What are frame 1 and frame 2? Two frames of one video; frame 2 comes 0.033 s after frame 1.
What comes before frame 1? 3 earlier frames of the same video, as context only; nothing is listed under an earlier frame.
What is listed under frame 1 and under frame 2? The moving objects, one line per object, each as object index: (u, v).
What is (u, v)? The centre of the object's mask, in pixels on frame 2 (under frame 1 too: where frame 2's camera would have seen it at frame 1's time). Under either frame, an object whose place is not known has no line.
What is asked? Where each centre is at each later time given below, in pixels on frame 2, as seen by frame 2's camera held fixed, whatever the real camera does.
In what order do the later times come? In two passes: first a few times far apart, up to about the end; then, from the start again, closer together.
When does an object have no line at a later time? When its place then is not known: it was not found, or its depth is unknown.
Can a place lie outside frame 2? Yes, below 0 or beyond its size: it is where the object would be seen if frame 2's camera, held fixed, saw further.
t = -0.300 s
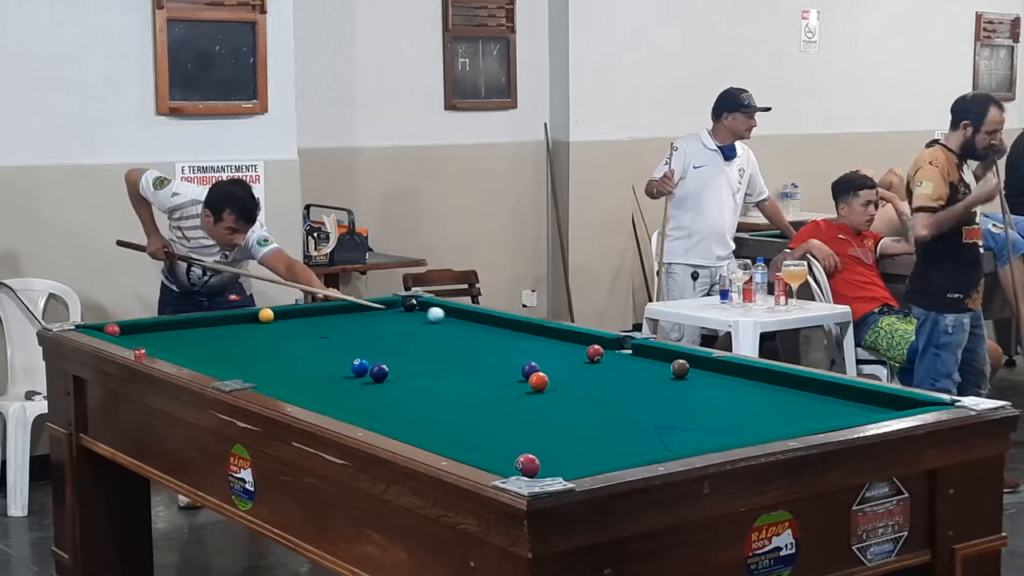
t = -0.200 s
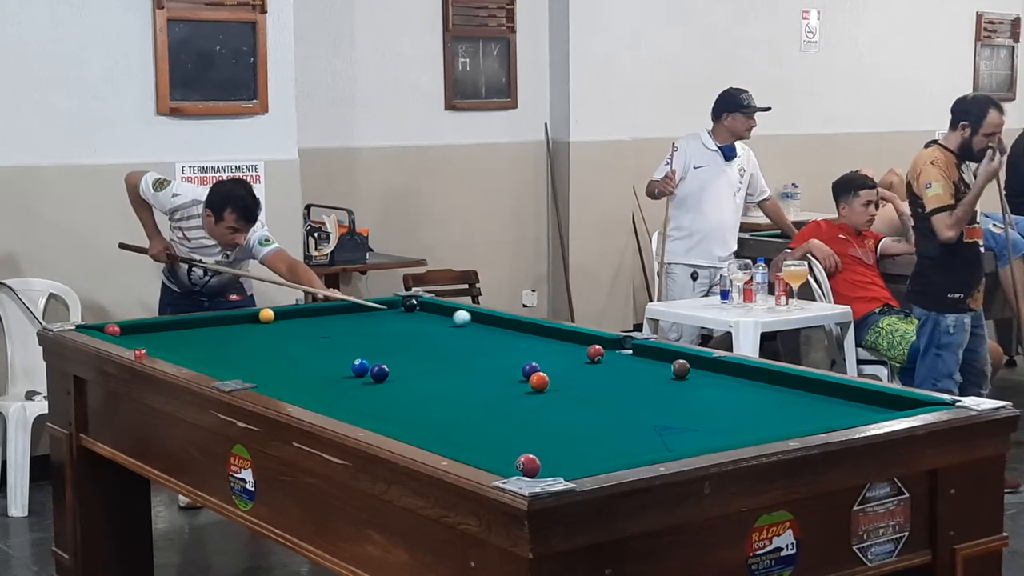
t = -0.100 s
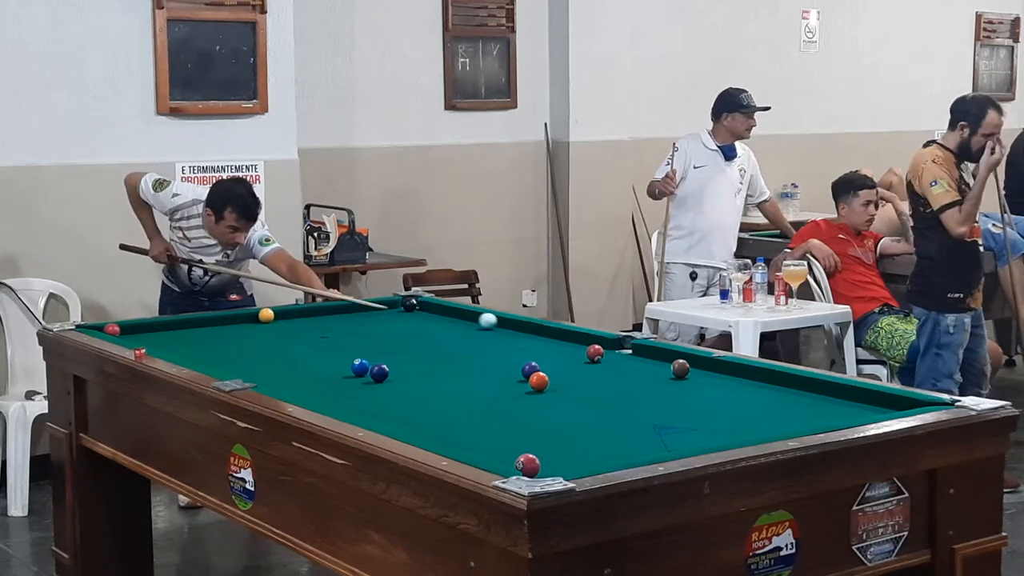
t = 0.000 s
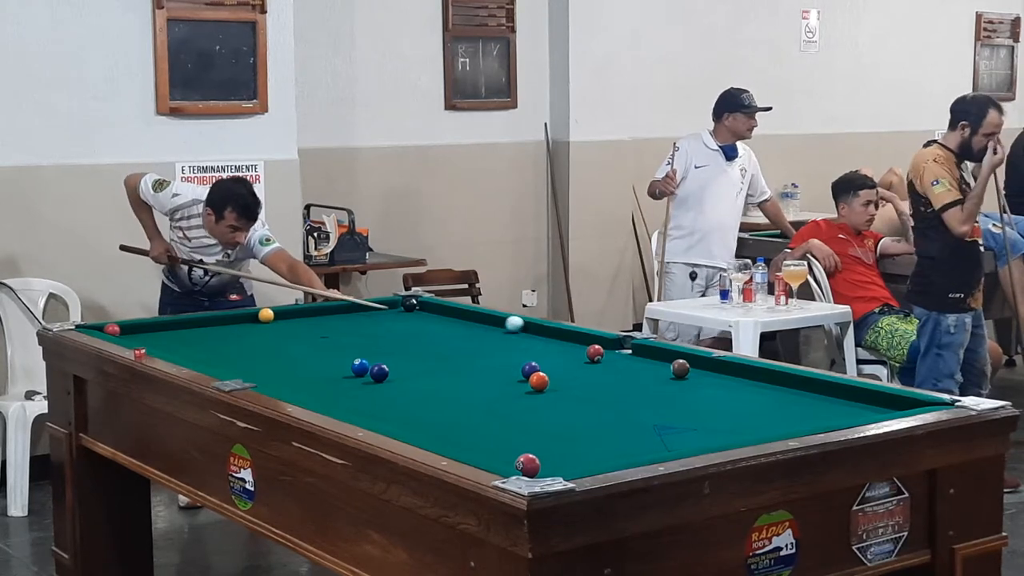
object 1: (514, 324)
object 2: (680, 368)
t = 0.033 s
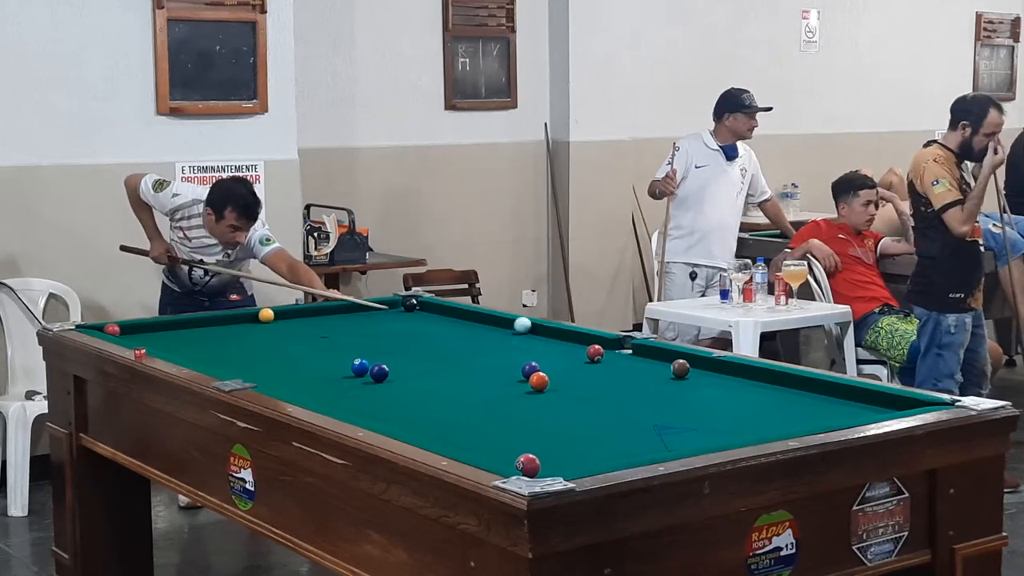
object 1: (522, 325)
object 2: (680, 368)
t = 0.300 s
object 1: (561, 335)
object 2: (680, 368)
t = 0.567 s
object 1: (604, 344)
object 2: (680, 368)
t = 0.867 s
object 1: (651, 360)
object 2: (680, 368)
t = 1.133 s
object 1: (677, 367)
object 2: (706, 375)
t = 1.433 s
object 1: (692, 372)
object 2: (748, 385)
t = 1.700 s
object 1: (704, 375)
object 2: (786, 394)
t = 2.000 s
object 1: (716, 378)
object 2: (828, 404)
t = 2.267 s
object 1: (723, 381)
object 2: (864, 410)
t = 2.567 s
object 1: (729, 383)
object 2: (868, 410)
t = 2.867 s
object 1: (733, 384)
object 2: (846, 409)
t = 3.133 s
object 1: (734, 384)
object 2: (829, 406)
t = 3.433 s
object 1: (733, 384)
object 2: (814, 403)
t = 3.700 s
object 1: (733, 384)
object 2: (803, 401)
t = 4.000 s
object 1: (733, 384)
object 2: (795, 399)
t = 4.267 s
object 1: (733, 384)
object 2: (790, 398)
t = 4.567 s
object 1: (733, 384)
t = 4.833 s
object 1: (733, 384)
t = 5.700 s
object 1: (733, 384)
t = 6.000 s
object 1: (733, 384)
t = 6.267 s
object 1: (733, 383)
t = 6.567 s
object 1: (733, 383)
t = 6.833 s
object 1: (733, 384)
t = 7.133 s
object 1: (733, 384)
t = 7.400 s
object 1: (733, 384)
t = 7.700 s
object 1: (733, 384)
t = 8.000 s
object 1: (733, 384)
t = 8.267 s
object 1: (733, 384)
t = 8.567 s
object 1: (733, 384)
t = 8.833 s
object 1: (733, 384)
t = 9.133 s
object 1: (733, 384)
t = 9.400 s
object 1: (733, 384)
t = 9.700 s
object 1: (733, 384)
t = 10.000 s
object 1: (733, 384)
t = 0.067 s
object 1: (526, 326)
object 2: (680, 368)
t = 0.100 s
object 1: (531, 327)
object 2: (680, 368)
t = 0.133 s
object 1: (536, 328)
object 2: (680, 368)
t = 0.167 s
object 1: (541, 330)
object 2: (680, 368)
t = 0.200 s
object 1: (546, 331)
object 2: (680, 368)
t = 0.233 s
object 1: (551, 333)
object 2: (680, 368)
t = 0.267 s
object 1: (556, 334)
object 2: (680, 368)
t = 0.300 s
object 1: (561, 335)
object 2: (680, 368)
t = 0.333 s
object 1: (566, 337)
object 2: (680, 368)
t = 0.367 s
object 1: (571, 338)
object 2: (680, 368)
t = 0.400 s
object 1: (576, 340)
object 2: (680, 368)
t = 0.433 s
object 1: (581, 341)
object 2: (680, 368)
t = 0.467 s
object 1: (586, 341)
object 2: (680, 368)
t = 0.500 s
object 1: (591, 342)
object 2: (680, 368)
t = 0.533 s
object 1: (597, 342)
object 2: (680, 368)
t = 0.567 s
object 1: (604, 344)
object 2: (680, 368)
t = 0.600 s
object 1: (608, 348)
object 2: (680, 368)
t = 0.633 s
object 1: (613, 350)
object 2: (680, 368)
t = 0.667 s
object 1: (618, 351)
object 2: (680, 368)
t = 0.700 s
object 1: (623, 352)
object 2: (680, 368)
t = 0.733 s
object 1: (629, 354)
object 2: (680, 368)
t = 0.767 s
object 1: (635, 355)
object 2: (680, 368)
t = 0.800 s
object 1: (640, 357)
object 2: (680, 368)
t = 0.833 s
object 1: (646, 358)
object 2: (680, 368)
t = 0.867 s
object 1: (651, 360)
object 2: (680, 368)
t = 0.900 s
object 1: (657, 361)
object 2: (680, 368)
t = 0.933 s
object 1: (662, 363)
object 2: (680, 368)
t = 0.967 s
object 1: (667, 364)
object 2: (680, 369)
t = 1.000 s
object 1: (669, 365)
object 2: (687, 370)
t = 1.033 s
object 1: (671, 365)
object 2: (692, 371)
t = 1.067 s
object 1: (673, 366)
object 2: (697, 372)
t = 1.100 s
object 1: (675, 367)
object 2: (702, 373)
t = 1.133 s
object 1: (677, 367)
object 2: (706, 375)
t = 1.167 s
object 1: (678, 367)
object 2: (711, 376)
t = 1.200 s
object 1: (680, 368)
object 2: (716, 377)
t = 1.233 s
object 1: (682, 369)
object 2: (721, 378)
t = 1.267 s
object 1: (683, 369)
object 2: (725, 379)
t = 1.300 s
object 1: (685, 370)
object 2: (730, 380)
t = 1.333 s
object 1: (687, 370)
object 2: (734, 382)
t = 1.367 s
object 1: (689, 371)
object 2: (739, 383)
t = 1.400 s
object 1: (691, 371)
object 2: (744, 384)
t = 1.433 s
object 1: (692, 372)
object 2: (748, 385)
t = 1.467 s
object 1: (694, 372)
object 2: (753, 386)
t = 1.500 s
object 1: (695, 372)
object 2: (758, 387)
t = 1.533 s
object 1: (697, 373)
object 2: (763, 388)
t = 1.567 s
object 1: (698, 374)
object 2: (768, 389)
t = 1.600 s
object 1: (700, 374)
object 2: (772, 391)
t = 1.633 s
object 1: (701, 374)
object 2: (776, 392)
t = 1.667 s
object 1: (703, 375)
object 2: (781, 393)
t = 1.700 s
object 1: (704, 375)
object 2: (786, 394)
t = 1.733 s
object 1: (706, 376)
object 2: (791, 395)
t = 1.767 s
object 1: (707, 376)
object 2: (796, 396)
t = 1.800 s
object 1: (708, 376)
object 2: (800, 397)
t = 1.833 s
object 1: (710, 377)
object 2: (805, 398)
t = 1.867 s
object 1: (711, 377)
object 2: (809, 400)
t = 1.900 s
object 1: (712, 377)
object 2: (814, 401)
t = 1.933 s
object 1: (713, 378)
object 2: (819, 402)
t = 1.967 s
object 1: (714, 378)
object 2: (823, 403)
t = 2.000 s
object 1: (716, 378)
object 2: (828, 404)
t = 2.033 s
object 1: (717, 379)
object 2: (833, 405)
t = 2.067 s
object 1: (717, 379)
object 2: (838, 406)
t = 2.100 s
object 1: (718, 379)
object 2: (842, 407)
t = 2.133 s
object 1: (719, 380)
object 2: (847, 408)
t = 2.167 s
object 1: (720, 380)
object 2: (851, 409)
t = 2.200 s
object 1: (721, 380)
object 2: (856, 409)
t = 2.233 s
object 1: (722, 381)
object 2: (860, 410)
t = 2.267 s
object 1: (723, 381)
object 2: (864, 410)
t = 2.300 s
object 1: (723, 381)
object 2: (868, 410)
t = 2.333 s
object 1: (725, 381)
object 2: (872, 410)
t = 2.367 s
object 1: (725, 381)
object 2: (877, 410)
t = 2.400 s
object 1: (726, 382)
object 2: (881, 411)
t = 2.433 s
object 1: (726, 382)
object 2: (879, 410)
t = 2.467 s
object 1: (727, 382)
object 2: (876, 410)
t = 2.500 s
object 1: (728, 382)
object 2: (873, 411)
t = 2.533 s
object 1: (728, 383)
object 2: (870, 410)
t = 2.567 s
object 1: (729, 383)
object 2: (868, 410)
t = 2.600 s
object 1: (729, 383)
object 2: (865, 410)
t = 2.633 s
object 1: (730, 383)
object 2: (863, 410)
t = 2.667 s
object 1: (730, 383)
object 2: (860, 410)
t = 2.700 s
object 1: (731, 383)
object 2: (858, 410)
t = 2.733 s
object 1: (731, 383)
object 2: (855, 410)
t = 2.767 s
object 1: (732, 383)
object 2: (852, 410)
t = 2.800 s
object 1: (732, 383)
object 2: (850, 410)
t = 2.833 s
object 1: (733, 383)
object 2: (848, 410)
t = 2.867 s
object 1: (733, 384)
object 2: (846, 409)
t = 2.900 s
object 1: (733, 384)
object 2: (843, 409)
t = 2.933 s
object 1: (734, 384)
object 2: (841, 409)
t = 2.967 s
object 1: (734, 384)
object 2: (839, 408)
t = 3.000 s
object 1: (734, 384)
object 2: (837, 408)
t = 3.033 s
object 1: (734, 384)
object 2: (835, 407)
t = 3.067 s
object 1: (734, 384)
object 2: (833, 407)
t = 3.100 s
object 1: (734, 384)
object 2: (831, 406)
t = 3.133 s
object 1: (734, 384)
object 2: (829, 406)
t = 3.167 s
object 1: (734, 384)
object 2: (827, 406)
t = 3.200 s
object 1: (733, 384)
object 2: (825, 405)
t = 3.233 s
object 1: (733, 384)
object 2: (823, 405)
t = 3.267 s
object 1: (733, 384)
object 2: (821, 405)
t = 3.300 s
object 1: (733, 384)
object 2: (820, 404)
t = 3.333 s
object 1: (733, 384)
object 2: (818, 404)
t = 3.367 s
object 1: (733, 384)
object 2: (816, 404)
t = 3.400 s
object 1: (733, 384)
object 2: (815, 403)
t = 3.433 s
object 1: (733, 384)
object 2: (814, 403)
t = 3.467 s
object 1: (733, 384)
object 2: (812, 403)
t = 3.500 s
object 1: (733, 384)
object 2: (810, 403)
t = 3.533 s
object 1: (733, 384)
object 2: (809, 402)
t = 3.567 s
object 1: (733, 384)
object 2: (808, 402)
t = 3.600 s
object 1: (734, 384)
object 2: (807, 402)
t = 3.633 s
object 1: (733, 384)
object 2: (805, 401)
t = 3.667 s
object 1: (733, 384)
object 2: (804, 401)
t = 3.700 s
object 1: (733, 384)
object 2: (803, 401)
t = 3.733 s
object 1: (733, 384)
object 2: (802, 401)
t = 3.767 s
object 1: (733, 384)
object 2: (801, 400)
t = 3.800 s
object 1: (733, 384)
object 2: (800, 400)
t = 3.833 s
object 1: (733, 384)
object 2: (799, 400)
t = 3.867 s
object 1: (733, 384)
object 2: (798, 400)
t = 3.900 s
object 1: (733, 384)
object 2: (797, 400)
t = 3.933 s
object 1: (733, 384)
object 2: (796, 400)
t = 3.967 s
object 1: (733, 384)
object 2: (795, 399)
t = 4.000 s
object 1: (733, 384)
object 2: (795, 399)
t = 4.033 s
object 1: (733, 384)
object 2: (794, 399)
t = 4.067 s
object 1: (733, 384)
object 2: (794, 399)
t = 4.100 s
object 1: (734, 384)
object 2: (793, 399)
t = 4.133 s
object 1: (733, 384)
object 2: (792, 399)
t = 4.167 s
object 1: (733, 384)
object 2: (792, 399)
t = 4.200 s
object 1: (733, 384)
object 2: (791, 399)
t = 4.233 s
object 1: (733, 384)
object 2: (791, 399)
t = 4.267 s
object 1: (733, 384)
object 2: (790, 398)
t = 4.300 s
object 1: (733, 384)
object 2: (790, 398)
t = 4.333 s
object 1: (733, 383)
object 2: (789, 398)
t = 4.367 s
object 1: (733, 384)
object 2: (789, 398)
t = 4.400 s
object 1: (733, 384)
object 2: (789, 398)
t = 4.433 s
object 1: (733, 384)
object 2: (789, 398)
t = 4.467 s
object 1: (733, 384)
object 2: (789, 398)
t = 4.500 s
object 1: (733, 384)
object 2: (789, 398)
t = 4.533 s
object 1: (733, 384)
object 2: (788, 398)
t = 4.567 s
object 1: (733, 384)
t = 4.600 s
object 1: (733, 384)
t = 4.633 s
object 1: (733, 384)
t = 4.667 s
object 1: (733, 384)
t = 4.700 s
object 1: (733, 384)
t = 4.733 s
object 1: (733, 384)
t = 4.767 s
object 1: (733, 384)
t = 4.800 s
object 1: (733, 384)
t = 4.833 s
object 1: (733, 384)
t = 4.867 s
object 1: (733, 384)
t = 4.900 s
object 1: (733, 384)
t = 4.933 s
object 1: (733, 384)
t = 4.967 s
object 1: (736, 380)
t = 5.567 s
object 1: (731, 384)
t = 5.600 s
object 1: (733, 383)
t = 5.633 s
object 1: (733, 384)
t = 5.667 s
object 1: (733, 384)
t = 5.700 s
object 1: (733, 384)
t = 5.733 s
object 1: (733, 384)
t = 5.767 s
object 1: (733, 384)
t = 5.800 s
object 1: (733, 384)
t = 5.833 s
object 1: (733, 383)
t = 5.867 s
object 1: (733, 384)
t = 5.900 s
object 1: (733, 384)
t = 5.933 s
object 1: (733, 384)
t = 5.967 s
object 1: (733, 384)
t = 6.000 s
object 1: (733, 384)
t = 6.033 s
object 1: (733, 383)
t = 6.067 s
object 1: (733, 383)
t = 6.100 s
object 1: (733, 384)
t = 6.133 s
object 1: (733, 383)
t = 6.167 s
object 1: (733, 384)
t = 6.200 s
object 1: (733, 384)
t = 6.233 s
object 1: (733, 384)
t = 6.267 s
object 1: (733, 383)
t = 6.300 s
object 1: (733, 384)
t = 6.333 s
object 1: (733, 384)
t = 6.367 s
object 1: (733, 384)
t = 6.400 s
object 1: (734, 384)
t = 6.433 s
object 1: (734, 383)
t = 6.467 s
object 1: (734, 383)
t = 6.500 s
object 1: (734, 383)
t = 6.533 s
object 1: (734, 383)
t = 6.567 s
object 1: (733, 383)
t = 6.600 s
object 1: (733, 384)
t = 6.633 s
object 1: (733, 384)
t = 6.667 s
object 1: (733, 384)
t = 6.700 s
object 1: (733, 383)
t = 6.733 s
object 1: (733, 384)
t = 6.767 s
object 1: (733, 384)
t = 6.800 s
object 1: (733, 384)
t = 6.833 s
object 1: (733, 384)
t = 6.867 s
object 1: (733, 383)
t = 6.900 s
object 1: (733, 383)
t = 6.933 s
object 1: (733, 384)
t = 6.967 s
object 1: (733, 384)
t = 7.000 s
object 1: (733, 384)
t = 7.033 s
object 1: (733, 384)
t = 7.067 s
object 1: (733, 384)
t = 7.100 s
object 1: (733, 384)
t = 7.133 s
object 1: (733, 384)
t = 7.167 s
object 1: (733, 384)
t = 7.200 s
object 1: (733, 384)
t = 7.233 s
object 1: (733, 384)
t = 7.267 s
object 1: (733, 384)
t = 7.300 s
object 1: (733, 384)
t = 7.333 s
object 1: (733, 384)
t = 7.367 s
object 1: (733, 384)
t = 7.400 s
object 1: (733, 384)
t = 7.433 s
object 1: (733, 384)
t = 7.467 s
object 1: (733, 384)
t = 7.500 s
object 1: (733, 384)
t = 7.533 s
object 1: (733, 384)
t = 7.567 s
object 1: (733, 384)
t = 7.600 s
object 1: (733, 384)
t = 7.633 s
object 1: (733, 384)
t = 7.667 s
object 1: (733, 383)
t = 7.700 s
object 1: (733, 384)
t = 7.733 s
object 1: (733, 384)
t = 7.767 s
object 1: (733, 384)
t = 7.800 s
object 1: (733, 384)
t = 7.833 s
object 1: (733, 384)
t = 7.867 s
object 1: (733, 384)
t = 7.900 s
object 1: (733, 384)
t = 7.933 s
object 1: (733, 384)
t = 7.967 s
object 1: (733, 384)
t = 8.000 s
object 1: (733, 384)
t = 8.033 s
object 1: (733, 384)
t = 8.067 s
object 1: (733, 384)
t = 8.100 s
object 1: (733, 384)
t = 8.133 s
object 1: (733, 384)
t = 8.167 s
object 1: (733, 384)
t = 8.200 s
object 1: (733, 384)
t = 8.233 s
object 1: (733, 384)
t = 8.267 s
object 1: (733, 384)
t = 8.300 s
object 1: (733, 384)
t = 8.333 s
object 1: (733, 384)
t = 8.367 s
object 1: (733, 384)
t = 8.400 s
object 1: (733, 384)
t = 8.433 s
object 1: (733, 384)
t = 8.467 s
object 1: (733, 384)
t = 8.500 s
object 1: (733, 384)
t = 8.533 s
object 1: (733, 384)
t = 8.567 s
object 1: (733, 384)
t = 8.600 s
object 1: (733, 384)
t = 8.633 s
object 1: (733, 384)
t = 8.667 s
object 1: (733, 384)
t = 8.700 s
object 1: (733, 384)
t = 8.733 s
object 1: (733, 384)
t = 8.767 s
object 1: (733, 384)
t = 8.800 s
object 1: (733, 384)
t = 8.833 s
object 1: (733, 384)
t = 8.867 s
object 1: (733, 384)
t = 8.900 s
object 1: (733, 384)
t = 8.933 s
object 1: (733, 384)
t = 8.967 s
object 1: (733, 384)
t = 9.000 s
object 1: (733, 384)
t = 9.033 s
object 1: (733, 384)
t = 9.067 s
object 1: (733, 384)
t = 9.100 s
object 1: (733, 384)
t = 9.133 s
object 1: (733, 384)
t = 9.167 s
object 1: (733, 384)
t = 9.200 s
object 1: (733, 384)
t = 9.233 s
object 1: (733, 384)
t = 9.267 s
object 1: (733, 384)
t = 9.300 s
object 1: (733, 384)
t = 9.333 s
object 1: (733, 384)
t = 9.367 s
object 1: (733, 384)
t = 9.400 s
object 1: (733, 384)
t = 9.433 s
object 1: (733, 384)
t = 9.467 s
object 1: (733, 384)
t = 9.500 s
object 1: (733, 384)
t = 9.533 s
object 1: (733, 384)
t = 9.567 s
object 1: (733, 384)
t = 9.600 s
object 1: (733, 384)
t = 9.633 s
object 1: (733, 384)
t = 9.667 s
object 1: (734, 384)
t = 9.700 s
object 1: (733, 384)
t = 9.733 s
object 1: (733, 384)
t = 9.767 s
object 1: (733, 384)
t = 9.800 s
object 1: (733, 384)
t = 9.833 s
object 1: (733, 384)
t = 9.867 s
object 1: (733, 384)
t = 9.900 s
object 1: (733, 384)
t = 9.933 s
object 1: (733, 384)
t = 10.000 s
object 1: (733, 384)
